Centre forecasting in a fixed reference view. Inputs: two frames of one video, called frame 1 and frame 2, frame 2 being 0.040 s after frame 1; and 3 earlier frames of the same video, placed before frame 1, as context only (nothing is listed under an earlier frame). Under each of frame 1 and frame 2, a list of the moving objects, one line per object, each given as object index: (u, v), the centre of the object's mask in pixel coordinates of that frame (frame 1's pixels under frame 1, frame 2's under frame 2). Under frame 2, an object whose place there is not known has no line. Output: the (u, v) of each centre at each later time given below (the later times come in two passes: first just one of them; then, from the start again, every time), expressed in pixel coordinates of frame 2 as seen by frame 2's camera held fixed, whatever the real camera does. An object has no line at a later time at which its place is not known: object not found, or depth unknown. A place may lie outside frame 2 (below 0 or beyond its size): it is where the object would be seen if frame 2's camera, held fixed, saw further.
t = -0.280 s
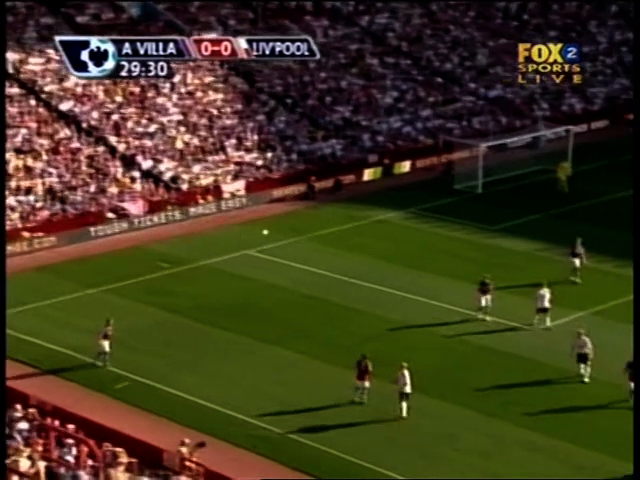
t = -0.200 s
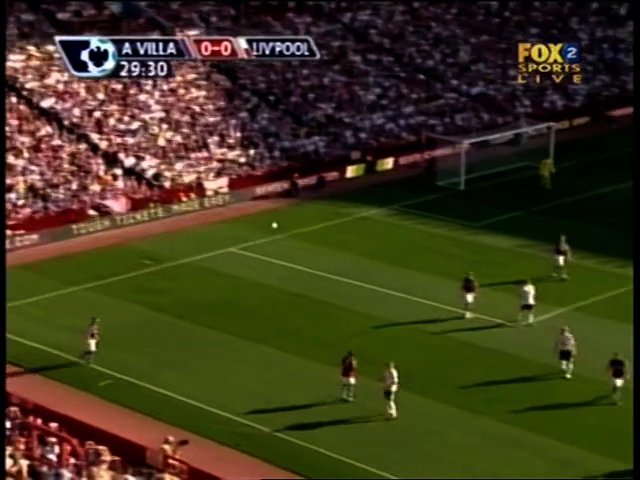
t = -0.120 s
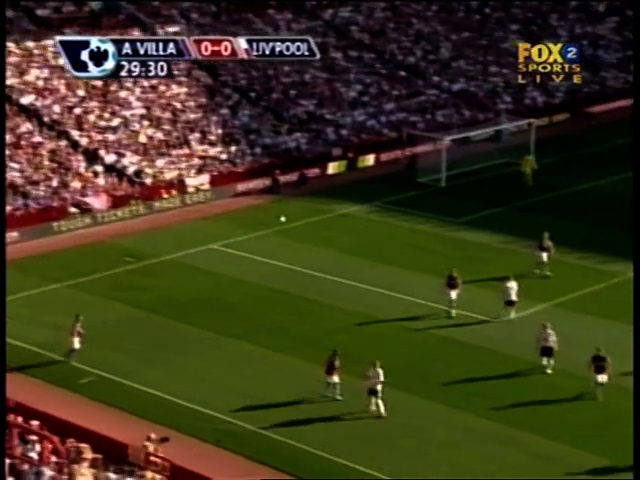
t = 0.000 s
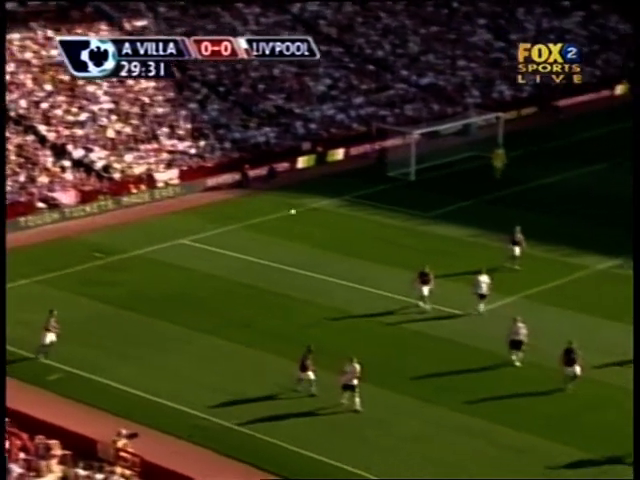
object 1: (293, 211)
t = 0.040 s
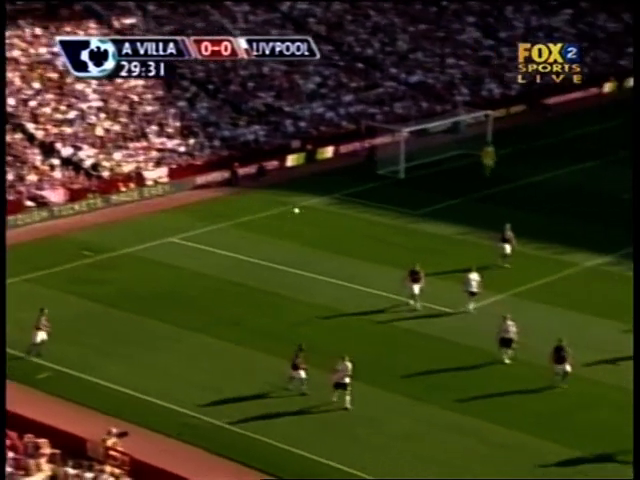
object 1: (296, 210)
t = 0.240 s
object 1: (367, 218)
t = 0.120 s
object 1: (325, 212)
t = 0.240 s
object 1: (367, 218)
